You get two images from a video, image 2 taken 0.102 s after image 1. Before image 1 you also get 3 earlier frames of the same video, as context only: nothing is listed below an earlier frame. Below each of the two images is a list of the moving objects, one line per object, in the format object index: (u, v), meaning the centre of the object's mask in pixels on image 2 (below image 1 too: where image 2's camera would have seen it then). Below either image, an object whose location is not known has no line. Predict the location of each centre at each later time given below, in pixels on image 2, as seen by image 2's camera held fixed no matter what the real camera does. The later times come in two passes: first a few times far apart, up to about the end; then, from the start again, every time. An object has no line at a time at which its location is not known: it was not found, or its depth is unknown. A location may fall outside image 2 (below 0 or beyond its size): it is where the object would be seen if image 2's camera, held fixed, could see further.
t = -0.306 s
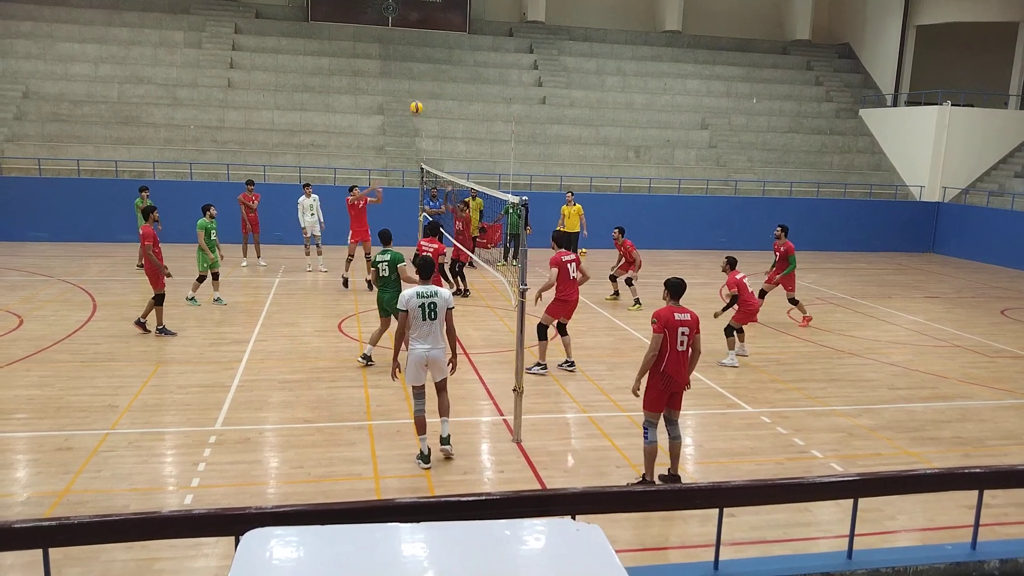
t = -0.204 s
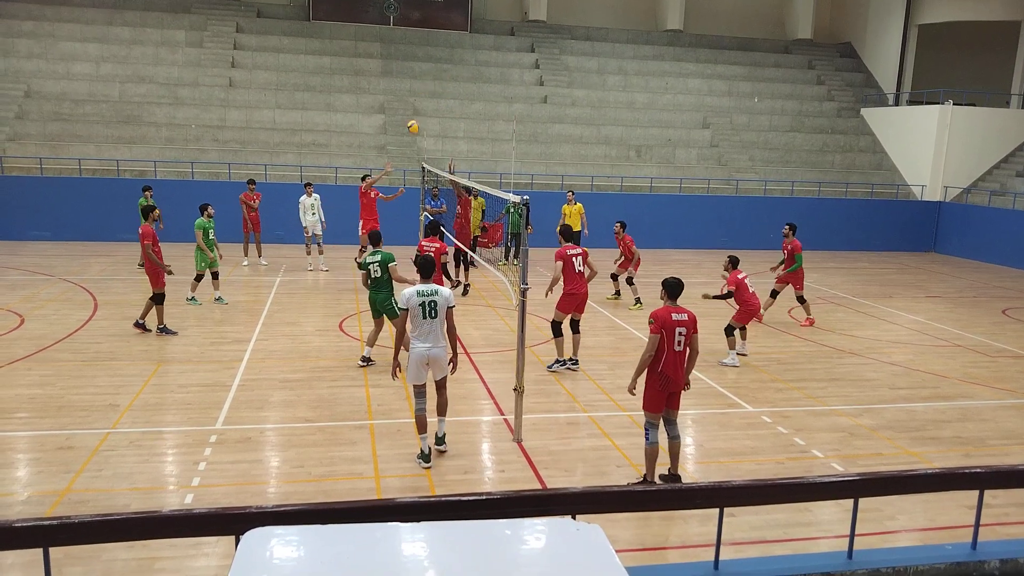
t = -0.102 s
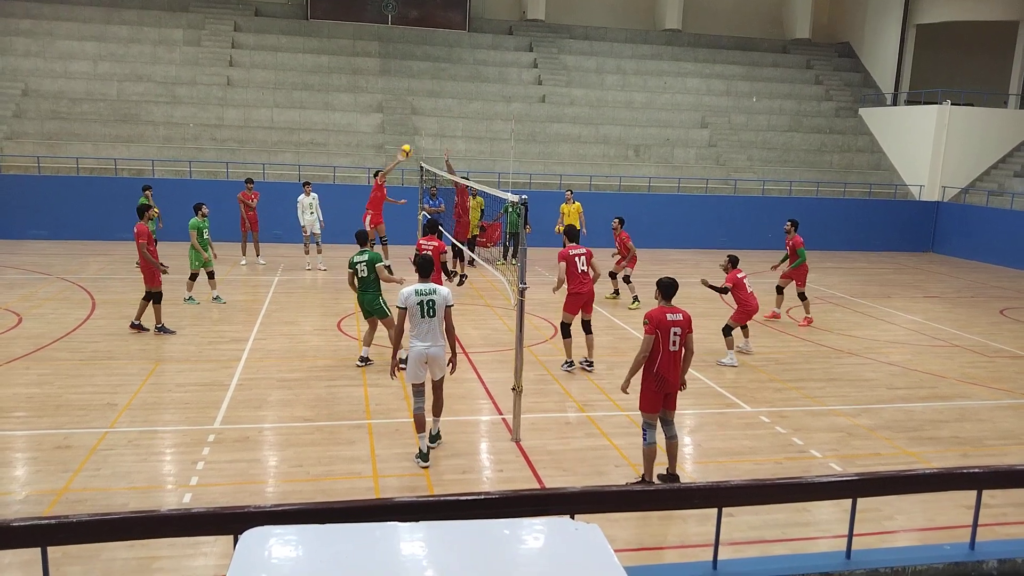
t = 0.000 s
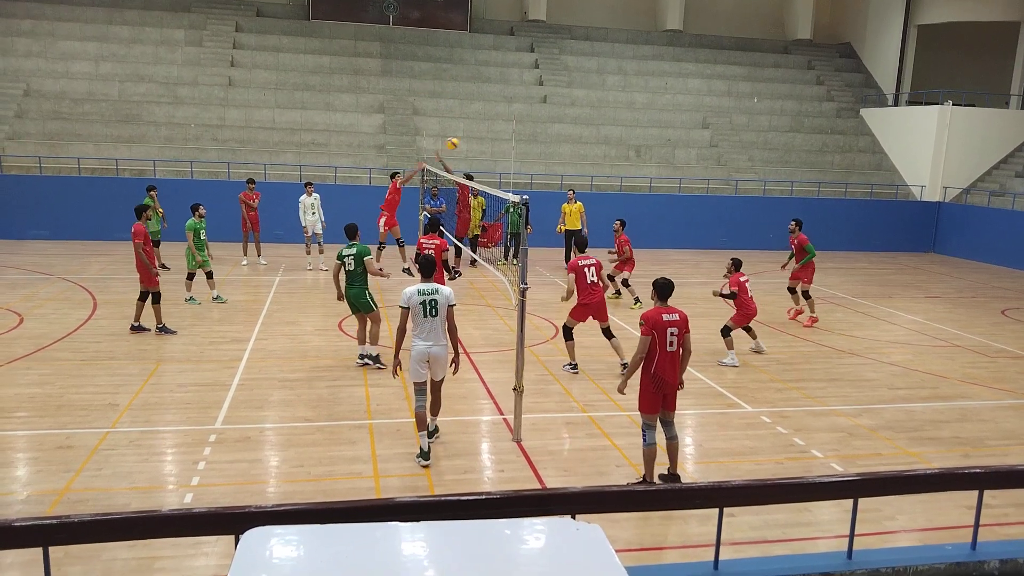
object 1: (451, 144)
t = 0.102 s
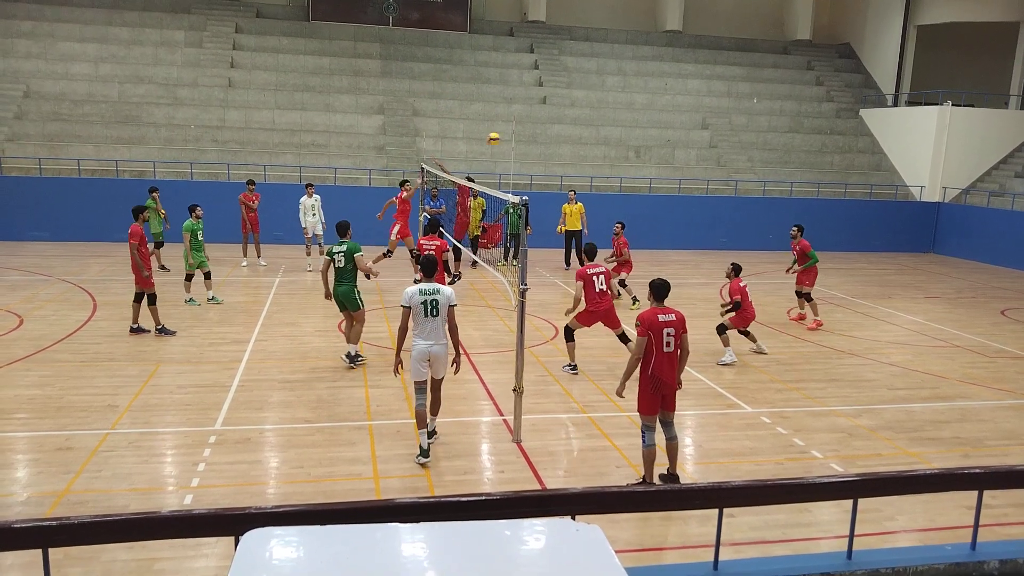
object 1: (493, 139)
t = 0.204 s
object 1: (537, 139)
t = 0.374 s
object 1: (615, 154)
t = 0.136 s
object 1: (508, 138)
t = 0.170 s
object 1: (522, 138)
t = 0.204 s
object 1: (537, 139)
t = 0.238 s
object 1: (552, 141)
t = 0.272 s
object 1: (568, 143)
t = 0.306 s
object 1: (584, 146)
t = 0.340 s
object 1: (600, 150)
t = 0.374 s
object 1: (615, 154)
